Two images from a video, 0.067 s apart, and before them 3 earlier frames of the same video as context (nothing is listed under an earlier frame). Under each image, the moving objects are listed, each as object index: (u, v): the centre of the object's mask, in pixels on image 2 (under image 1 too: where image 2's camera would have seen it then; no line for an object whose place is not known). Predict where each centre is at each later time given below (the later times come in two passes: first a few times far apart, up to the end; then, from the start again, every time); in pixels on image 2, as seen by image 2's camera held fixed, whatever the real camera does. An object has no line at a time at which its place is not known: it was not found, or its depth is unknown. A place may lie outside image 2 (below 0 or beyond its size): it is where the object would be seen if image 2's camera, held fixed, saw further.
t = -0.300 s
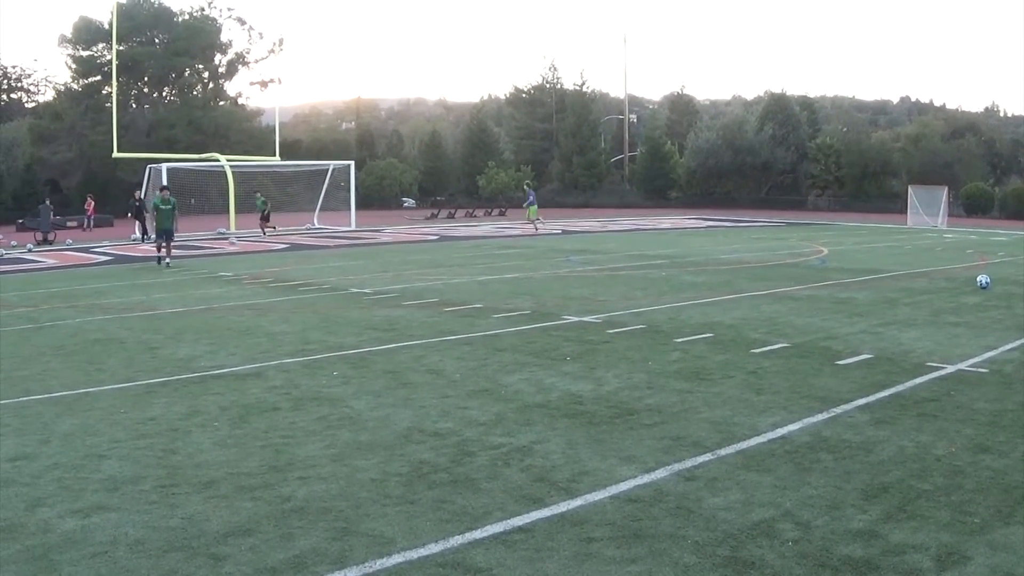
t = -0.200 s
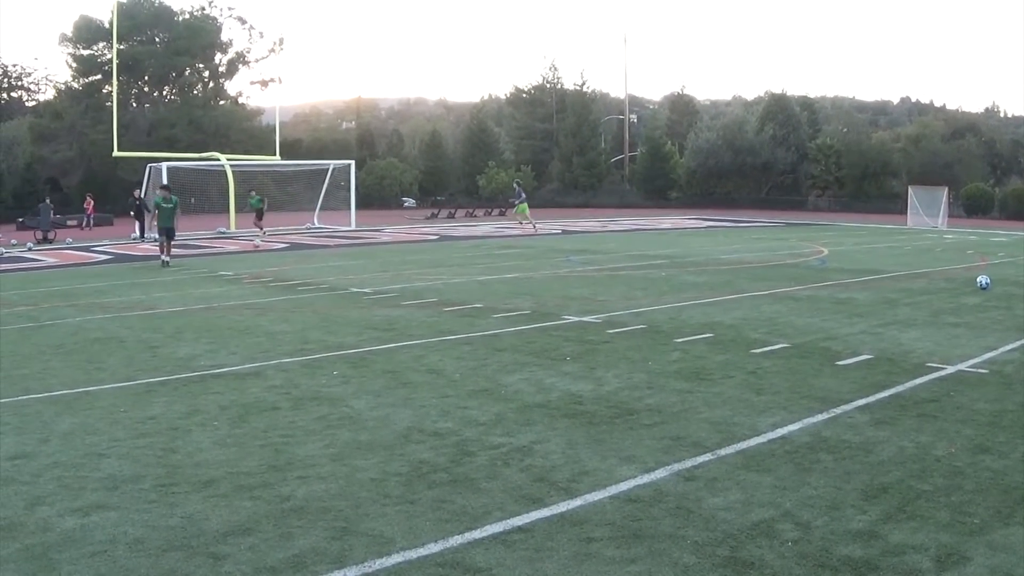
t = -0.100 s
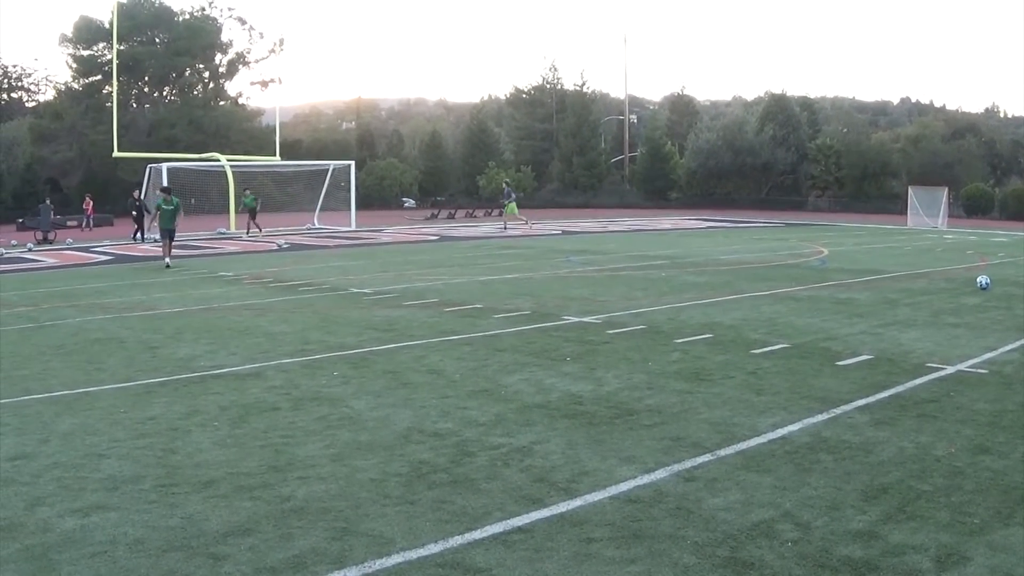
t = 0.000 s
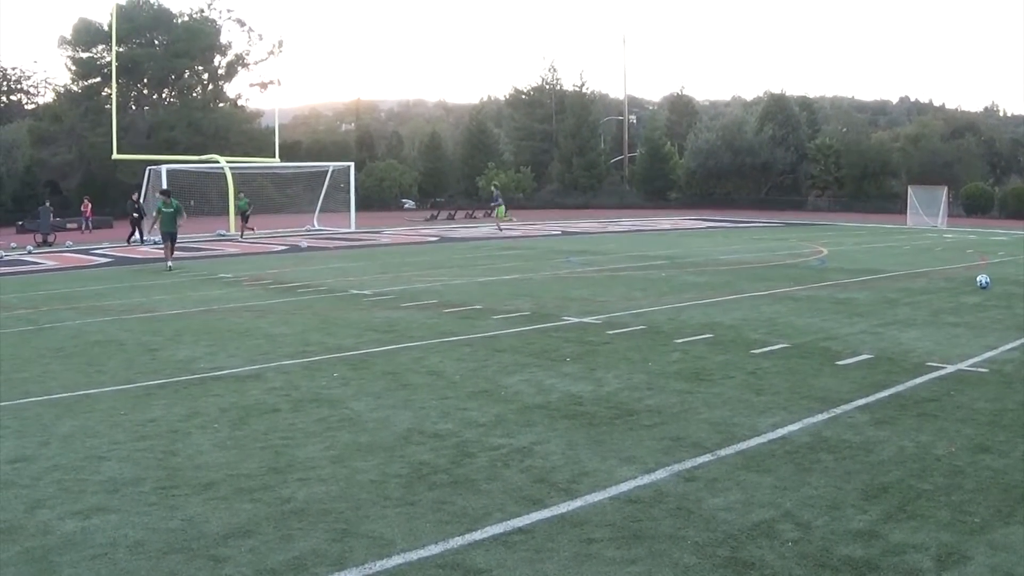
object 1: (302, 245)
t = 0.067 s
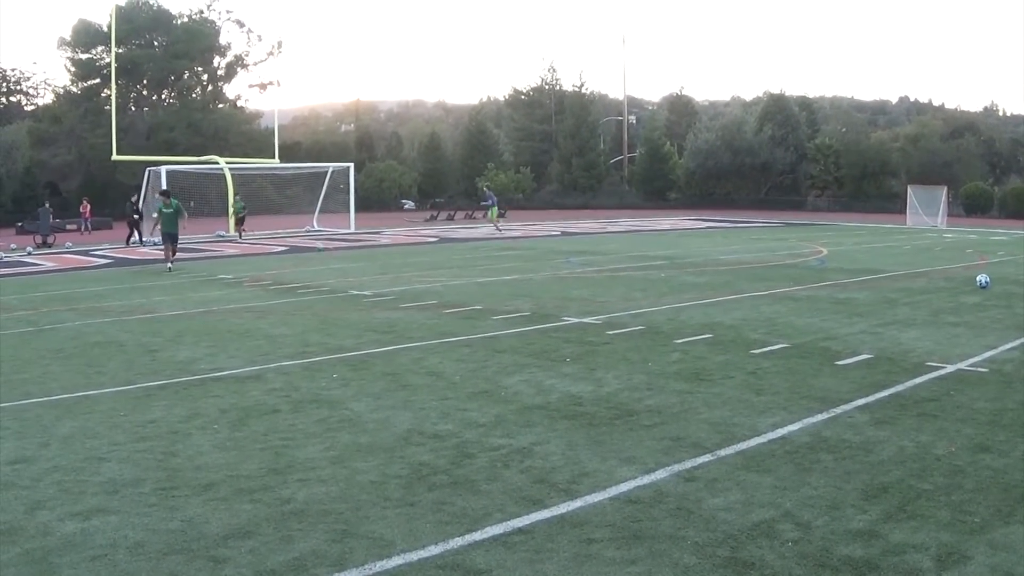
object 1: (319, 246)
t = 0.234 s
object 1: (354, 246)
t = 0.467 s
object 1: (404, 247)
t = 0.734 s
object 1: (458, 250)
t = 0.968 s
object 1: (507, 252)
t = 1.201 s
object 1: (557, 254)
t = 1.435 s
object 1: (609, 256)
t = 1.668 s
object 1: (662, 258)
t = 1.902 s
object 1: (715, 260)
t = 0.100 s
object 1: (326, 247)
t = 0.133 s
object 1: (332, 247)
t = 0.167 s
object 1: (340, 247)
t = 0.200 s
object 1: (347, 246)
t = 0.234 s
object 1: (354, 246)
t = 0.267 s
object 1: (362, 247)
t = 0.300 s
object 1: (369, 247)
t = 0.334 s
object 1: (376, 247)
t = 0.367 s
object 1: (383, 246)
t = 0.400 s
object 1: (389, 246)
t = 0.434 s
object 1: (397, 247)
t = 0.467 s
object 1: (404, 247)
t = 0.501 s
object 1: (411, 249)
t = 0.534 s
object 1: (417, 248)
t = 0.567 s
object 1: (424, 248)
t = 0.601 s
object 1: (431, 248)
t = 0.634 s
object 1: (438, 249)
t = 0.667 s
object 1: (444, 251)
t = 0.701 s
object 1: (451, 250)
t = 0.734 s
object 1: (458, 250)
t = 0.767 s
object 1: (465, 251)
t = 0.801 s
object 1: (472, 252)
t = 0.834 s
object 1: (479, 252)
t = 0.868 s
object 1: (486, 252)
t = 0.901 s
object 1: (493, 252)
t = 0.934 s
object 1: (500, 251)
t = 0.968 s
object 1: (507, 252)
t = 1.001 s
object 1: (515, 252)
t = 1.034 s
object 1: (521, 253)
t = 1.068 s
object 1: (529, 253)
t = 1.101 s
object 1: (536, 253)
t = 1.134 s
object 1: (543, 253)
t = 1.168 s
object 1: (550, 253)
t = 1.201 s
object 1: (557, 254)
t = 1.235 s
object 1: (565, 254)
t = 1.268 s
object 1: (572, 254)
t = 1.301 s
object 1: (579, 255)
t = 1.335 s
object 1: (586, 255)
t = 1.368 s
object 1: (594, 255)
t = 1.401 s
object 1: (602, 255)
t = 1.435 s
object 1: (609, 256)
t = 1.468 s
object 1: (616, 256)
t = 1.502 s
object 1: (623, 257)
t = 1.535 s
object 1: (631, 257)
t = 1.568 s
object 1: (639, 257)
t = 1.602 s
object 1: (646, 257)
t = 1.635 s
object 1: (654, 257)
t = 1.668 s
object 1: (662, 258)
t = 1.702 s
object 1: (669, 258)
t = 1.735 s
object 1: (677, 258)
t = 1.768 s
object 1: (684, 259)
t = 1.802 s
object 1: (692, 259)
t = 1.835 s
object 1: (700, 260)
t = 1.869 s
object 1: (707, 259)
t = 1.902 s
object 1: (715, 260)
